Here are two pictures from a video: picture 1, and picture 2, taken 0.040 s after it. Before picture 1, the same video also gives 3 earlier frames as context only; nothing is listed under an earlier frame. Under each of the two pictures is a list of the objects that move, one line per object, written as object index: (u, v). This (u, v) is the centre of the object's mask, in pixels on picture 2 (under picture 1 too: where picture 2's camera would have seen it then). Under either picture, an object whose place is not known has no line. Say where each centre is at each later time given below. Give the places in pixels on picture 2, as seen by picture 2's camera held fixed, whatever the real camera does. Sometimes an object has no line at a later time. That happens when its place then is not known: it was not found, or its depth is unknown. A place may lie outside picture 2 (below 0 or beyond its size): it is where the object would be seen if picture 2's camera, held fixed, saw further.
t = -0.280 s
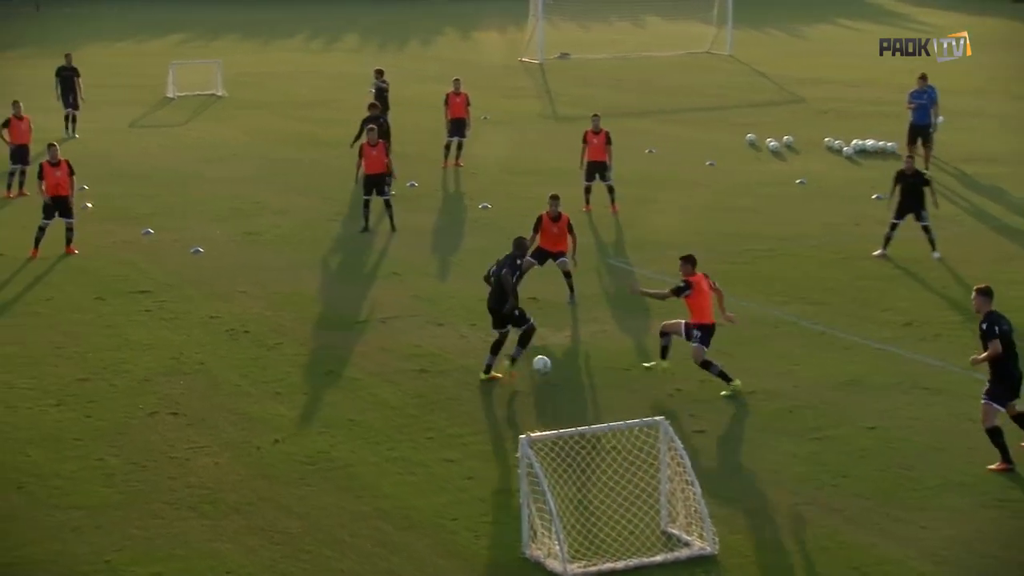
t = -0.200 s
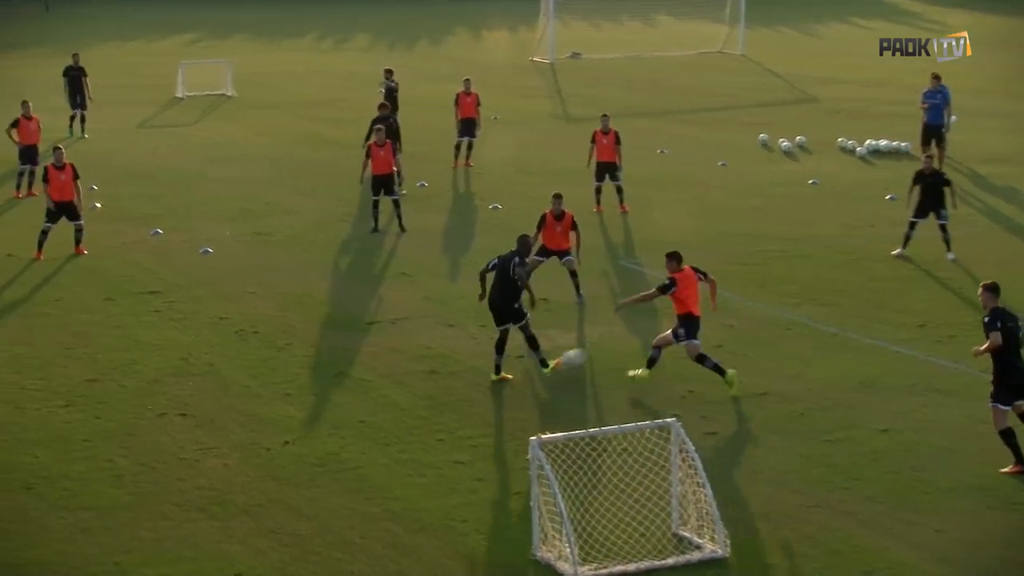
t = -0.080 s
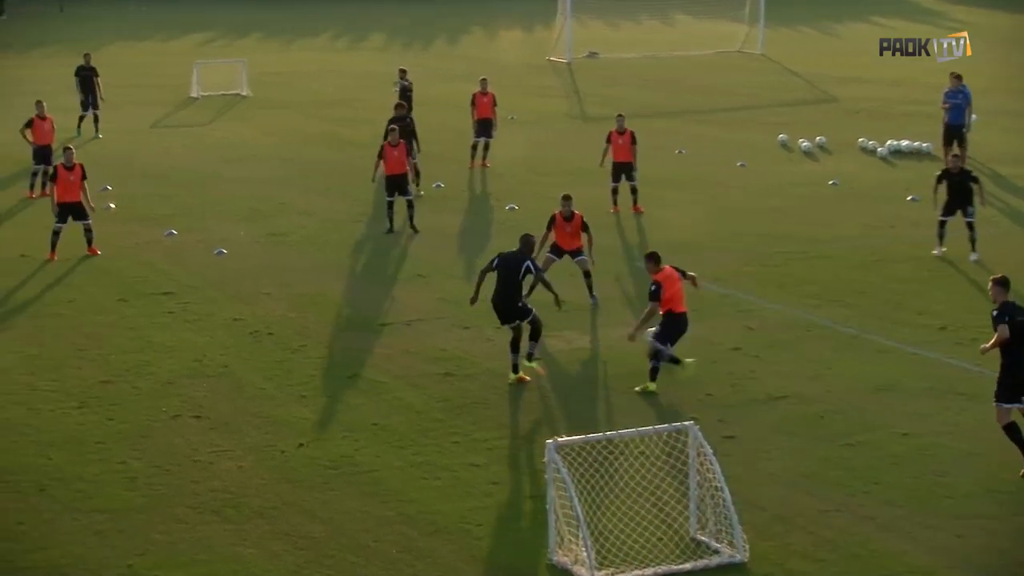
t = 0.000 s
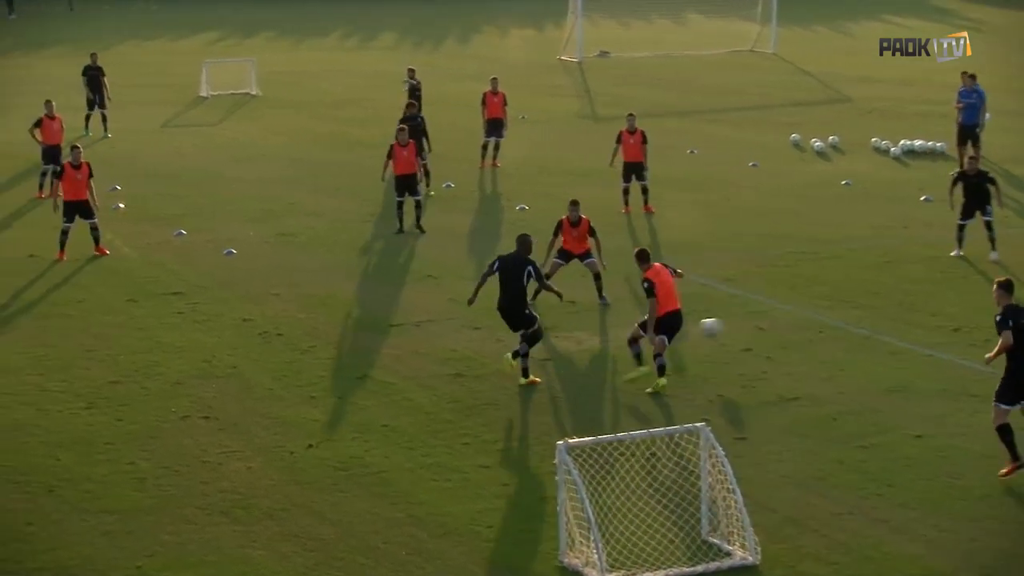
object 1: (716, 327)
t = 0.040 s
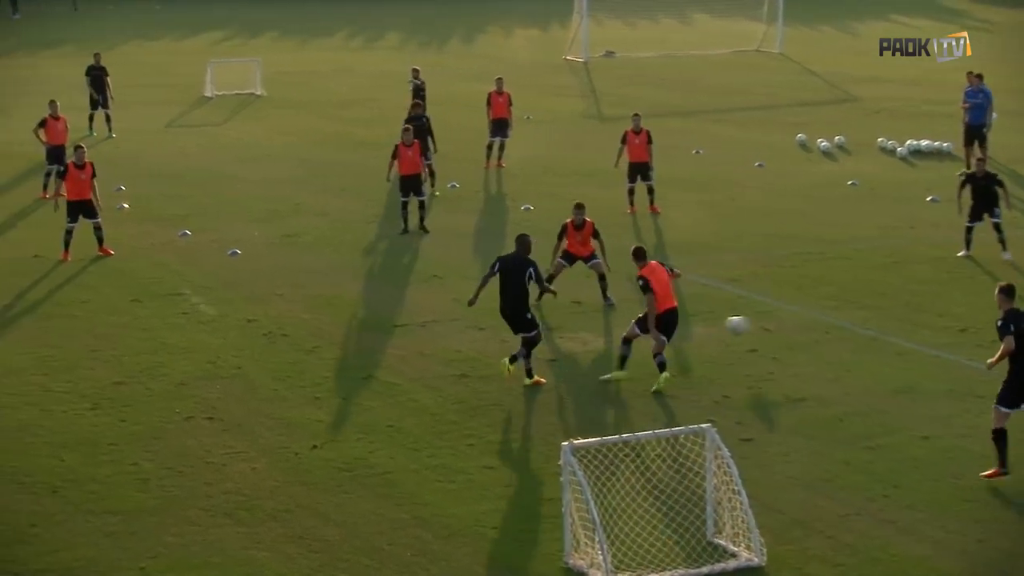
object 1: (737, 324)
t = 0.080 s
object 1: (758, 323)
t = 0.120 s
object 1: (778, 323)
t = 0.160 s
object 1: (798, 323)
